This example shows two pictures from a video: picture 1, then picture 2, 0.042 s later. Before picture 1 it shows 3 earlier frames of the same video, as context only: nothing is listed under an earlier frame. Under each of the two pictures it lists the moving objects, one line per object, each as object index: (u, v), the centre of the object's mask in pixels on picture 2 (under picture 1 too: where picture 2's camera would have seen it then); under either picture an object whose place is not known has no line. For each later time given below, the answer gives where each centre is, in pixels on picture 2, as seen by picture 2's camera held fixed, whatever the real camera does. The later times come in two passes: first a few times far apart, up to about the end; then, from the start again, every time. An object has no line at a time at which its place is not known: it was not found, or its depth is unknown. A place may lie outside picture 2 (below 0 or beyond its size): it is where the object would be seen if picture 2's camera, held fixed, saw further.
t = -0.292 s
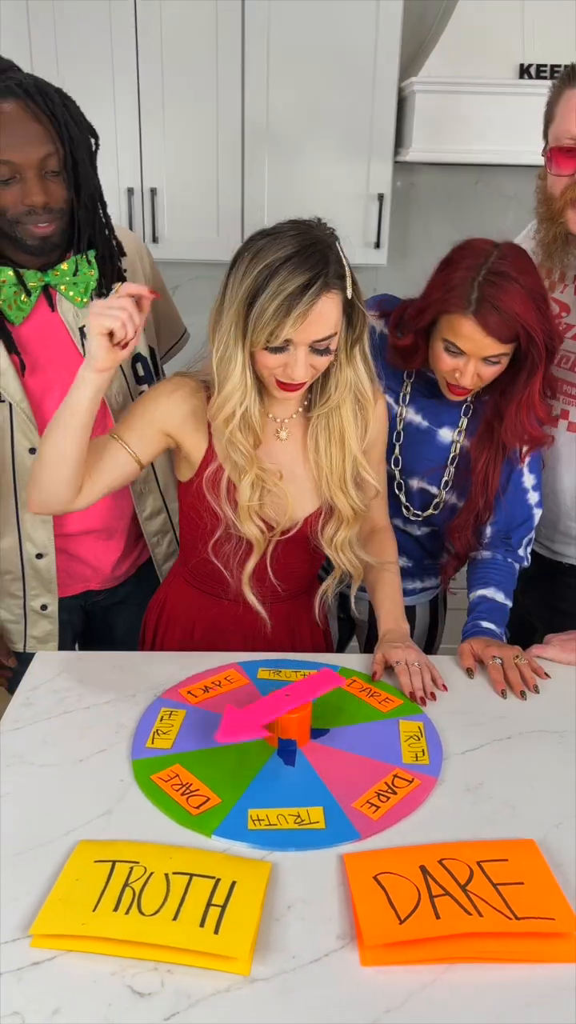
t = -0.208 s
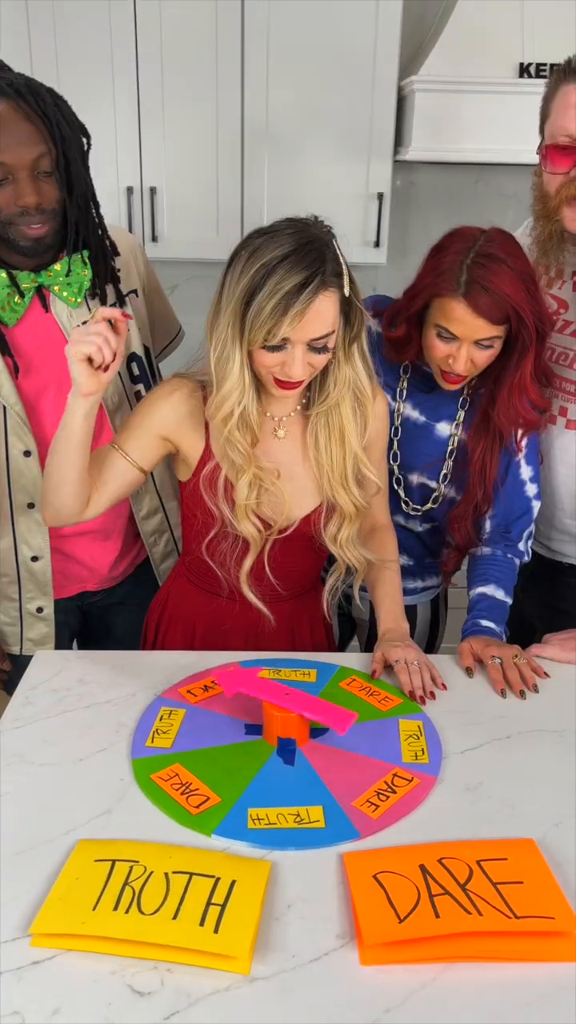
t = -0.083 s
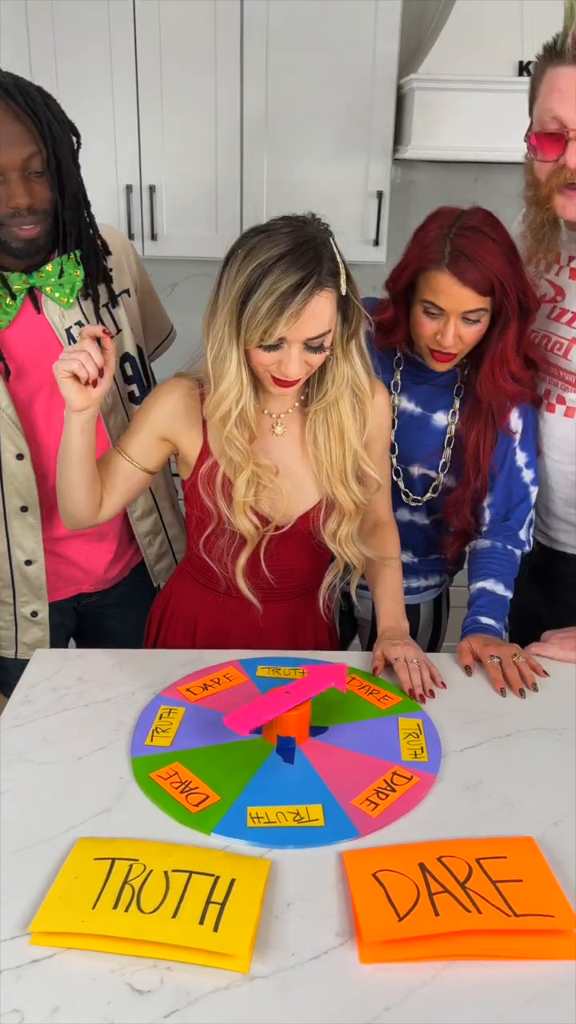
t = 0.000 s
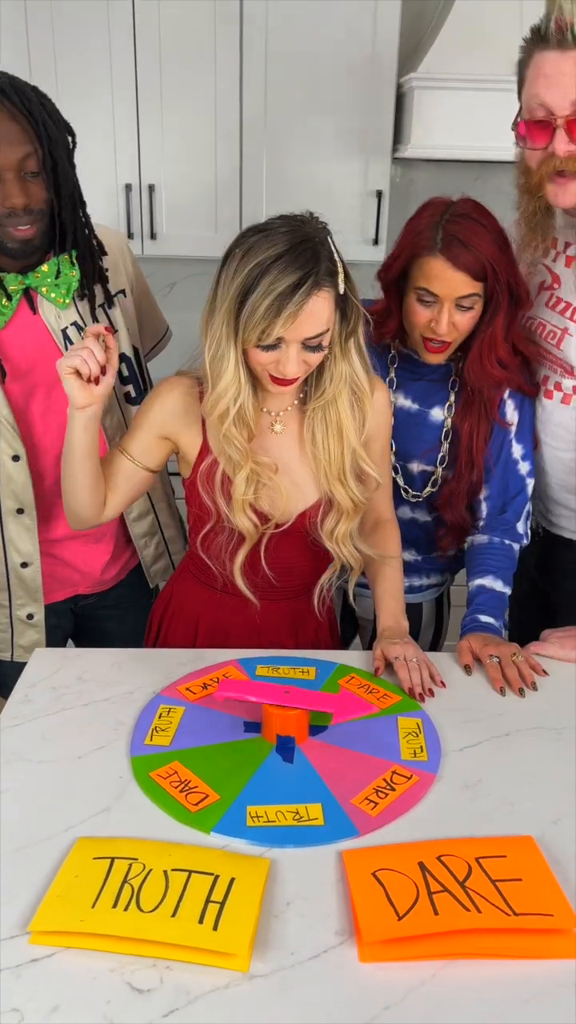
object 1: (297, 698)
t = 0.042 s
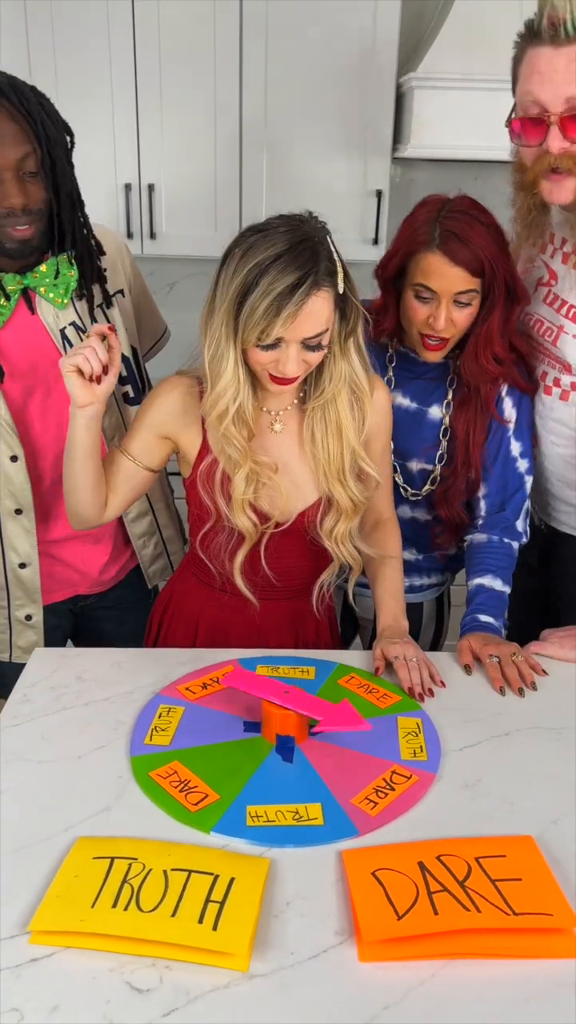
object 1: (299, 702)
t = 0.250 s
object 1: (273, 704)
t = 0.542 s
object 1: (280, 695)
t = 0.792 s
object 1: (281, 695)
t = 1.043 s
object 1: (282, 695)
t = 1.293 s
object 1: (282, 695)
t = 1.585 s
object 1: (282, 695)
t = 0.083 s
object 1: (294, 706)
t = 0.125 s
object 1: (290, 708)
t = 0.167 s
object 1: (281, 709)
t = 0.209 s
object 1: (277, 707)
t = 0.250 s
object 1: (273, 704)
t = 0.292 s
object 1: (273, 702)
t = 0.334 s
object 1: (273, 699)
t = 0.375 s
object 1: (274, 698)
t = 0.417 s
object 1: (277, 696)
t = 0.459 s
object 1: (278, 696)
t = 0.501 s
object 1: (280, 695)
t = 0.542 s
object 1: (280, 695)
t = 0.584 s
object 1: (281, 695)
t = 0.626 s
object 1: (281, 695)
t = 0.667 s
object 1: (282, 695)
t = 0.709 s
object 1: (281, 695)
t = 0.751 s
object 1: (282, 695)
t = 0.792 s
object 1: (281, 695)
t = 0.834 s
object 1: (281, 695)
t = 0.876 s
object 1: (282, 695)
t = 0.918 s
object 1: (281, 695)
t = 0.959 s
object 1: (282, 695)
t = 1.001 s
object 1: (282, 695)
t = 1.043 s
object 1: (282, 695)
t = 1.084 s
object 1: (282, 695)
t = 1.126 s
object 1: (282, 695)
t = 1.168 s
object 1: (282, 695)
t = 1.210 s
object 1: (282, 695)
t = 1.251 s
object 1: (282, 695)
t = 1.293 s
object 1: (282, 695)
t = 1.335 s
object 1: (282, 695)
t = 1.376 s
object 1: (282, 695)
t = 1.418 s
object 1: (282, 695)
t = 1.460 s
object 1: (282, 695)
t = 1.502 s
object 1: (282, 695)
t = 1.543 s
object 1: (282, 695)
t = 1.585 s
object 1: (282, 695)
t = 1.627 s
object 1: (282, 695)
